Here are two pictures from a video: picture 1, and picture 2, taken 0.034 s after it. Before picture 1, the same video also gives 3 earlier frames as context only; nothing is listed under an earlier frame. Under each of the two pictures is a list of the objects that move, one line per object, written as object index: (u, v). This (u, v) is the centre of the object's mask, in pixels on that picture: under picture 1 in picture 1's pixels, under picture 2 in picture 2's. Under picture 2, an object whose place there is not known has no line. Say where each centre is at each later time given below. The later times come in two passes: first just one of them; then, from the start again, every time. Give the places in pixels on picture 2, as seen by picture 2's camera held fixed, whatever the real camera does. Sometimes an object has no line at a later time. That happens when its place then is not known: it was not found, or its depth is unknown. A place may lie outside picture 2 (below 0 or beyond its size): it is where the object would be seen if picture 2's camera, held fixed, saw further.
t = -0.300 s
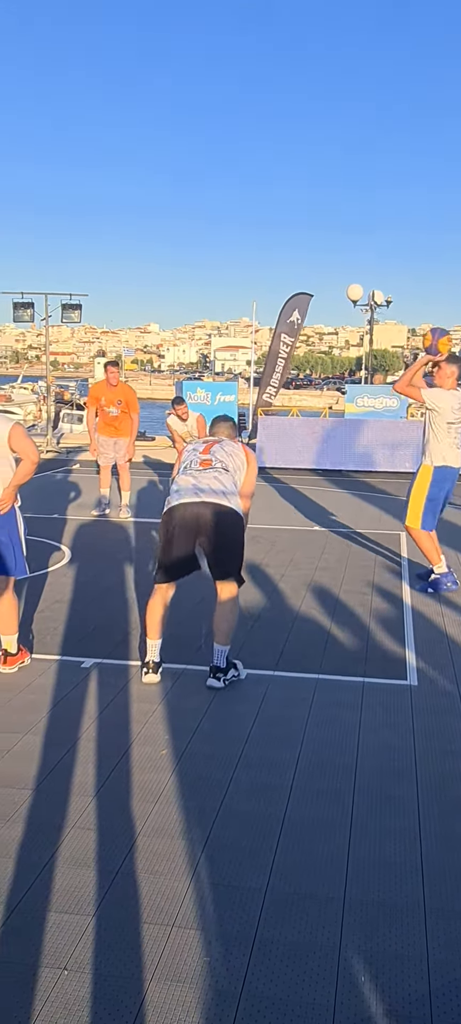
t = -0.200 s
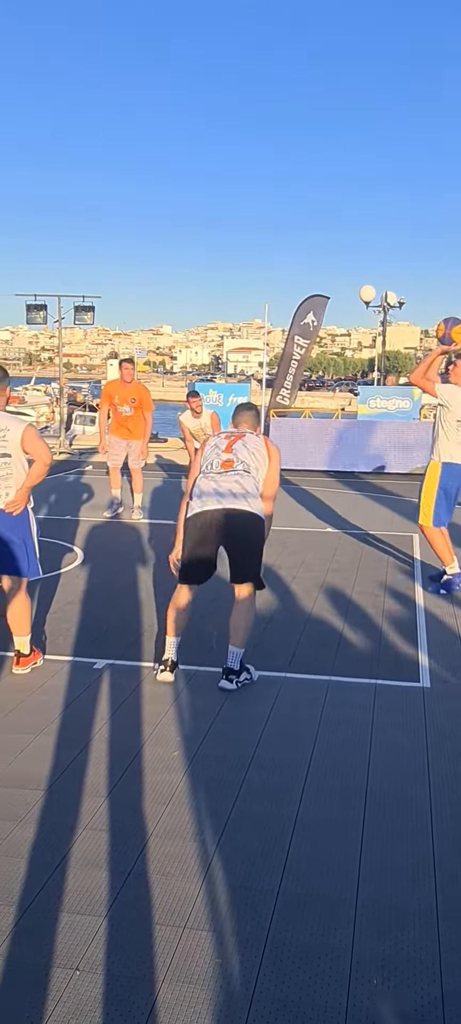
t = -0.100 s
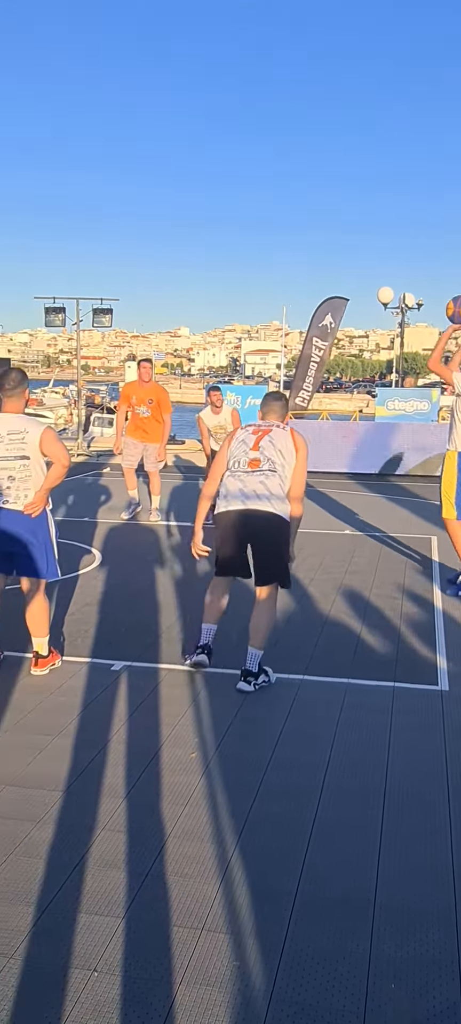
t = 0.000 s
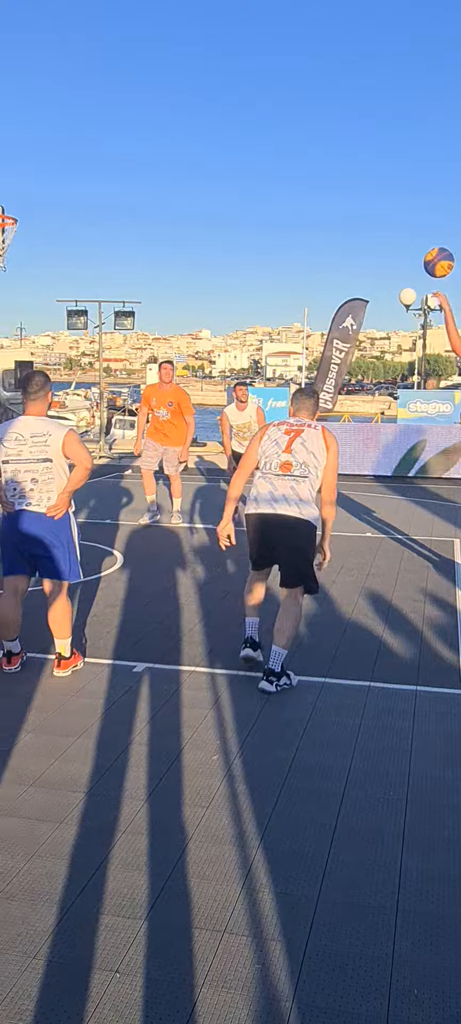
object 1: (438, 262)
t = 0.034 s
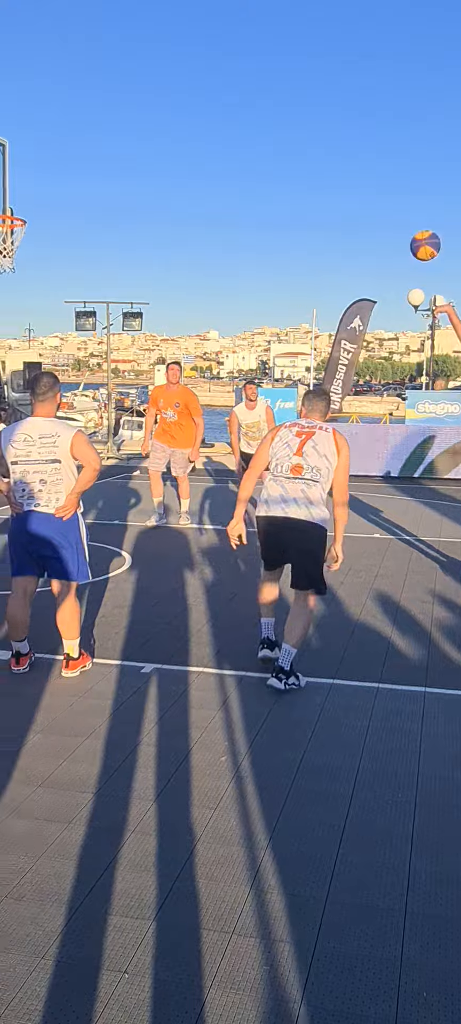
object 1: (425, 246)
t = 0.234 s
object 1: (307, 173)
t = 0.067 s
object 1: (404, 230)
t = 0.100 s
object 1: (384, 216)
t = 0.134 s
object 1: (364, 203)
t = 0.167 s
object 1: (345, 191)
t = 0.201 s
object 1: (325, 181)
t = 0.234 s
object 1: (307, 173)
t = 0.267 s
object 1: (288, 165)
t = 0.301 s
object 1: (270, 160)
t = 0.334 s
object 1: (253, 155)
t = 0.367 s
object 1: (236, 152)
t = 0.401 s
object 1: (220, 150)
